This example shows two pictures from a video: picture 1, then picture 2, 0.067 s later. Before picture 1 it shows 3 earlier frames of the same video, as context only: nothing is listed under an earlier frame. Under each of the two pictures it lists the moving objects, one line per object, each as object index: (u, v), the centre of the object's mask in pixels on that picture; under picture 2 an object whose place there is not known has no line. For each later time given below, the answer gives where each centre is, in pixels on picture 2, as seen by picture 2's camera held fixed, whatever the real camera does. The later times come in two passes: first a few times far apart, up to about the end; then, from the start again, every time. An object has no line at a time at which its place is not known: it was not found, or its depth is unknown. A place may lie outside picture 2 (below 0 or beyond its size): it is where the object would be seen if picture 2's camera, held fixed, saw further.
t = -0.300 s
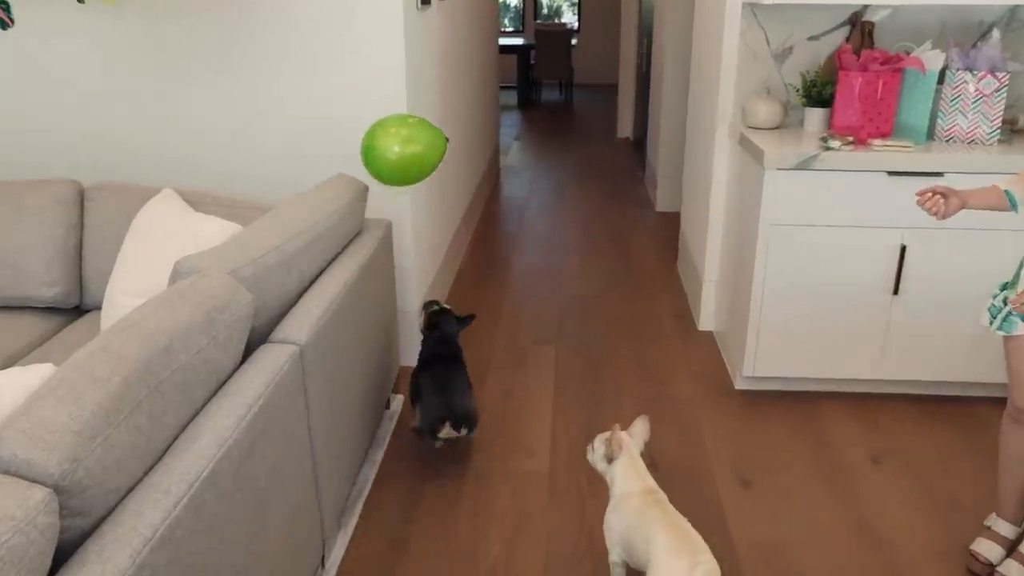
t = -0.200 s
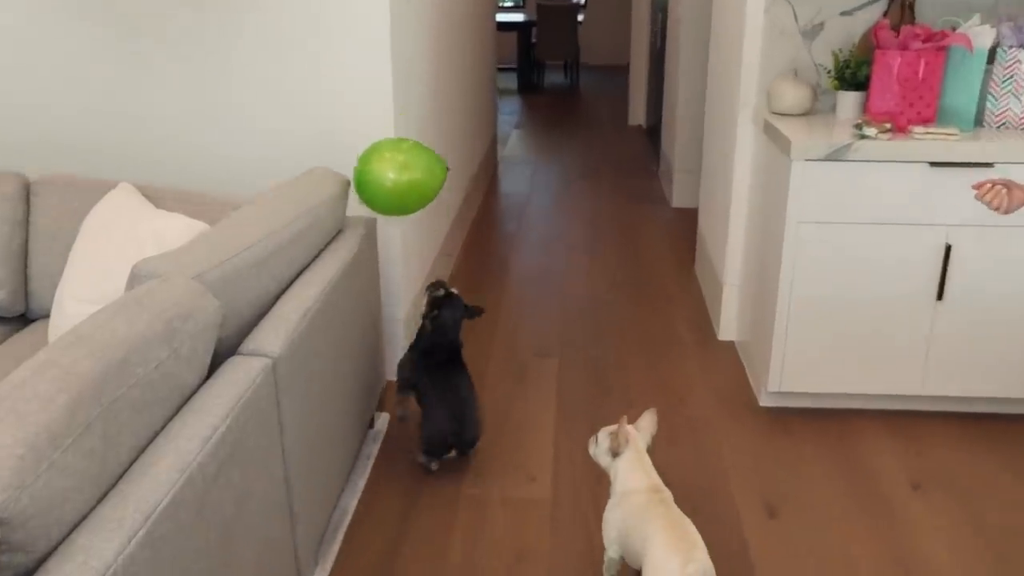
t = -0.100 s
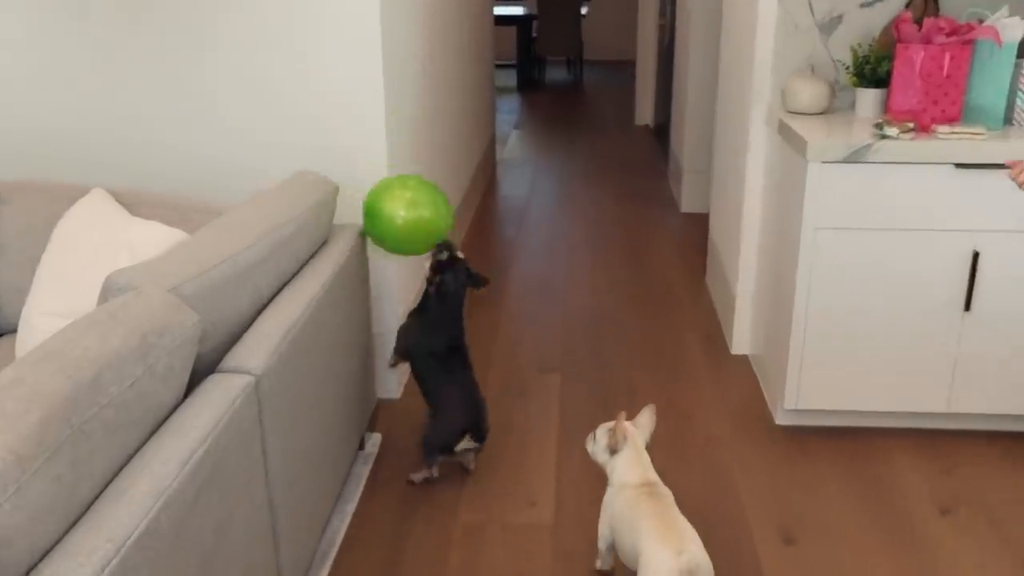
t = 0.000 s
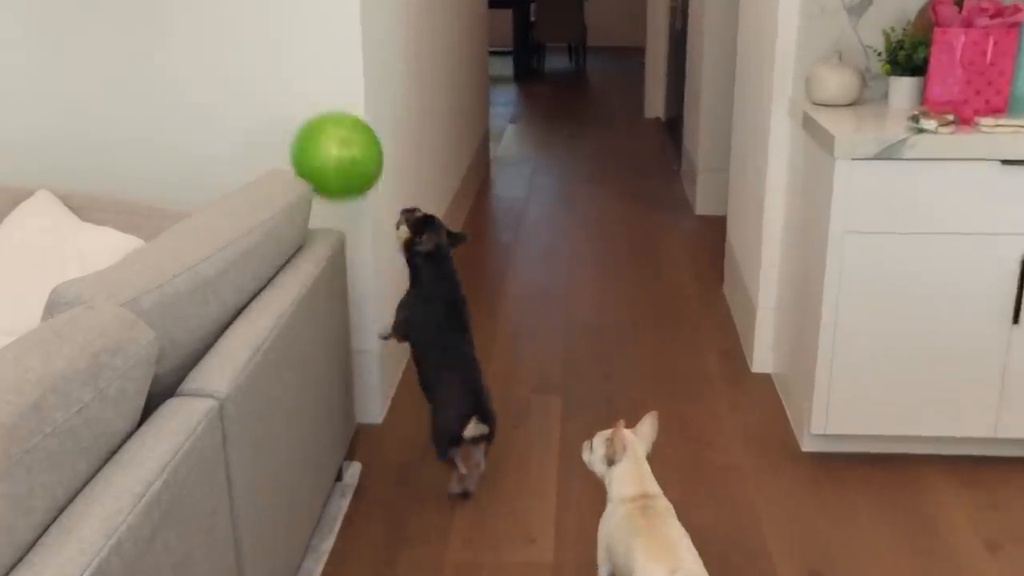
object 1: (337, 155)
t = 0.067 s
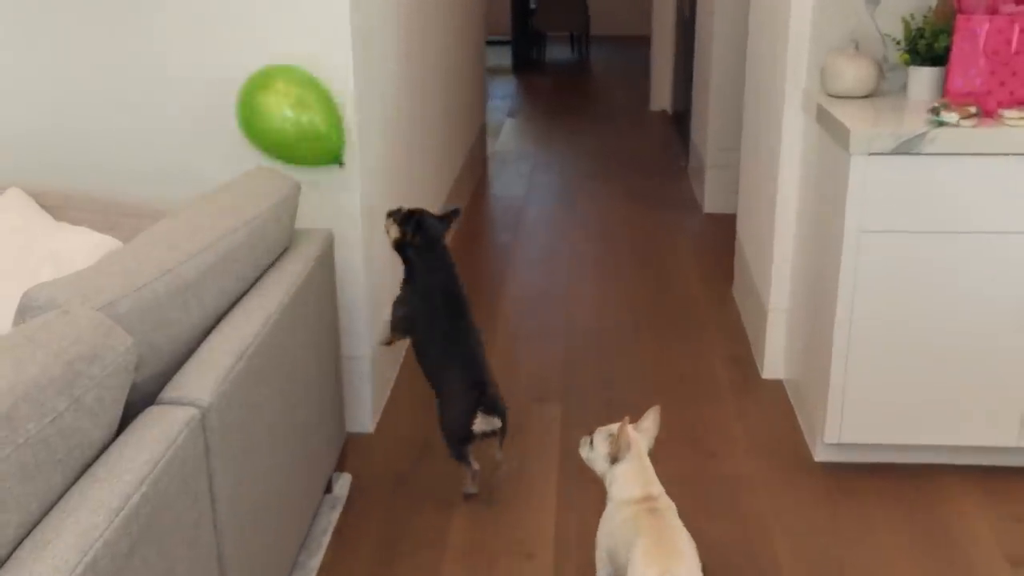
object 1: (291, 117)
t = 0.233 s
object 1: (203, 76)
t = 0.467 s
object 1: (87, 76)
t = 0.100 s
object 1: (270, 104)
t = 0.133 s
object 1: (251, 92)
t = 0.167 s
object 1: (236, 85)
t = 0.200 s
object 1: (221, 81)
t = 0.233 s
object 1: (203, 76)
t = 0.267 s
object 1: (184, 71)
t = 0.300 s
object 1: (166, 67)
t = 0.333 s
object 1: (150, 66)
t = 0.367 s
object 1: (135, 67)
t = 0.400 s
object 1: (121, 70)
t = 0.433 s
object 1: (104, 73)
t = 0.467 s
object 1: (87, 76)
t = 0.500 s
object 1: (71, 78)
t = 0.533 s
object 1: (56, 83)
